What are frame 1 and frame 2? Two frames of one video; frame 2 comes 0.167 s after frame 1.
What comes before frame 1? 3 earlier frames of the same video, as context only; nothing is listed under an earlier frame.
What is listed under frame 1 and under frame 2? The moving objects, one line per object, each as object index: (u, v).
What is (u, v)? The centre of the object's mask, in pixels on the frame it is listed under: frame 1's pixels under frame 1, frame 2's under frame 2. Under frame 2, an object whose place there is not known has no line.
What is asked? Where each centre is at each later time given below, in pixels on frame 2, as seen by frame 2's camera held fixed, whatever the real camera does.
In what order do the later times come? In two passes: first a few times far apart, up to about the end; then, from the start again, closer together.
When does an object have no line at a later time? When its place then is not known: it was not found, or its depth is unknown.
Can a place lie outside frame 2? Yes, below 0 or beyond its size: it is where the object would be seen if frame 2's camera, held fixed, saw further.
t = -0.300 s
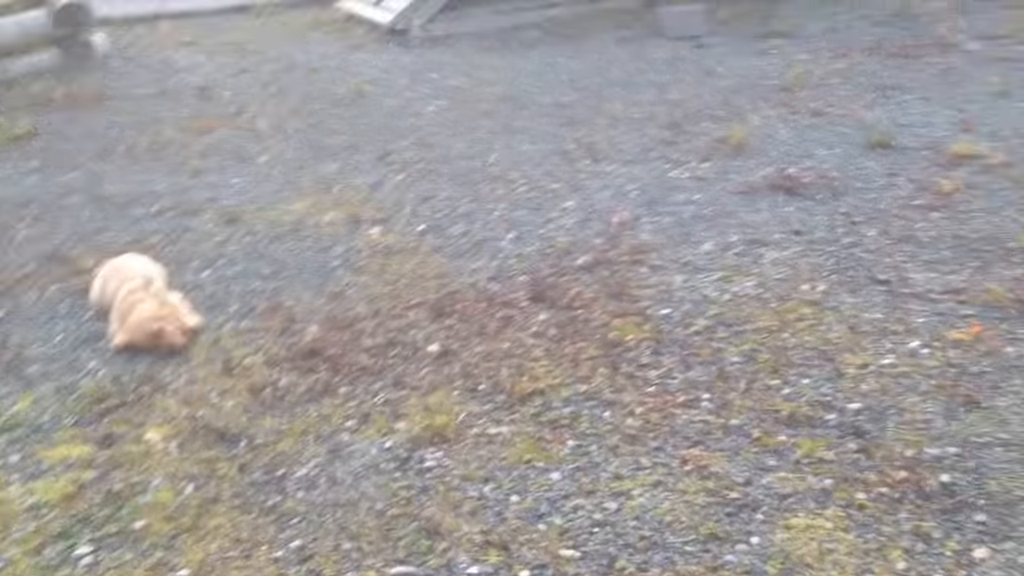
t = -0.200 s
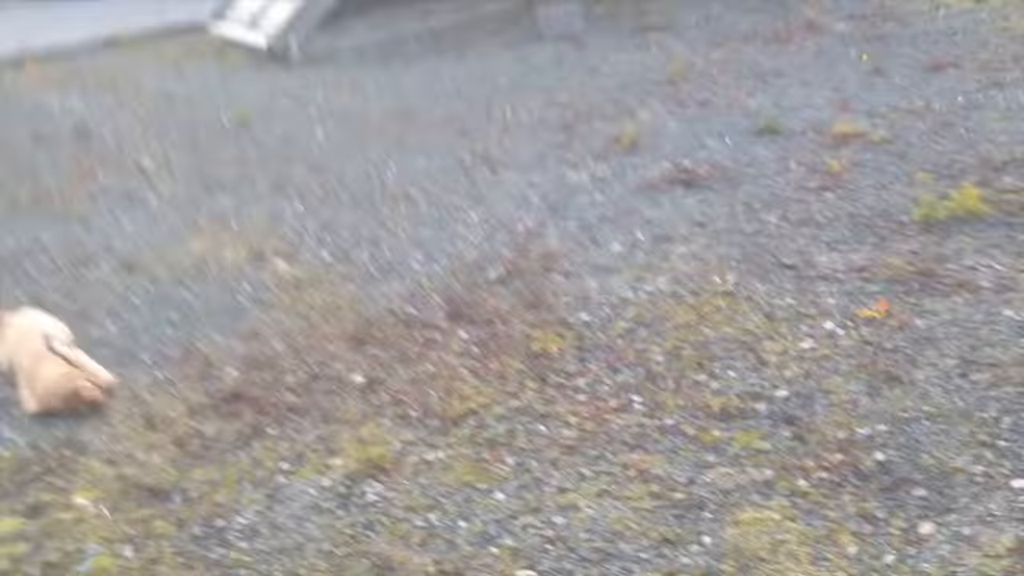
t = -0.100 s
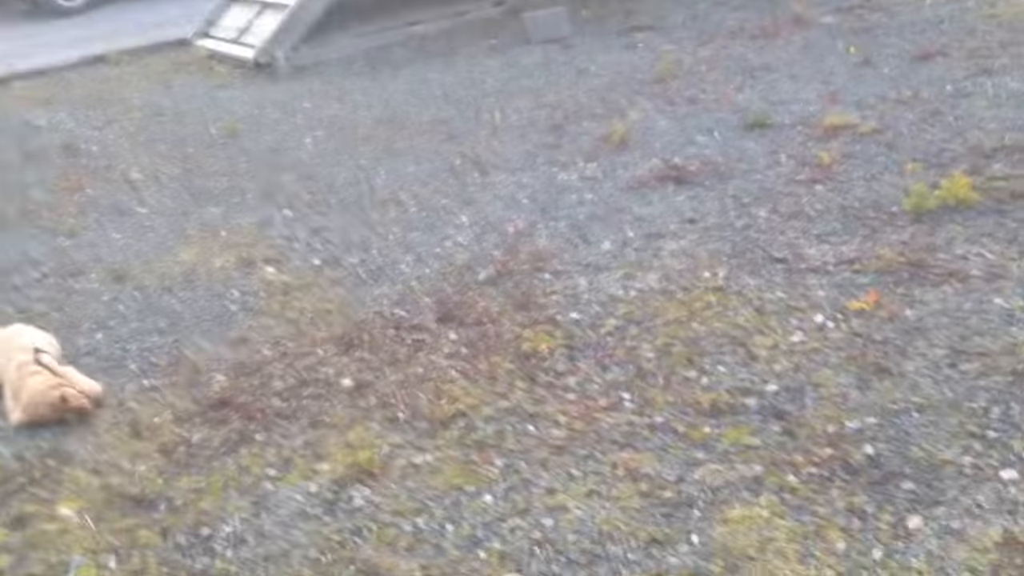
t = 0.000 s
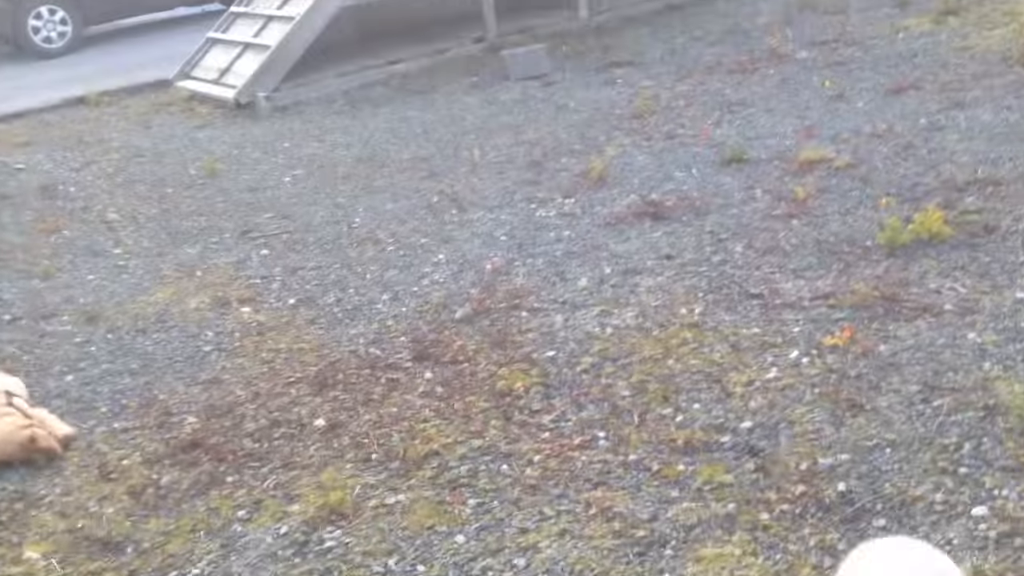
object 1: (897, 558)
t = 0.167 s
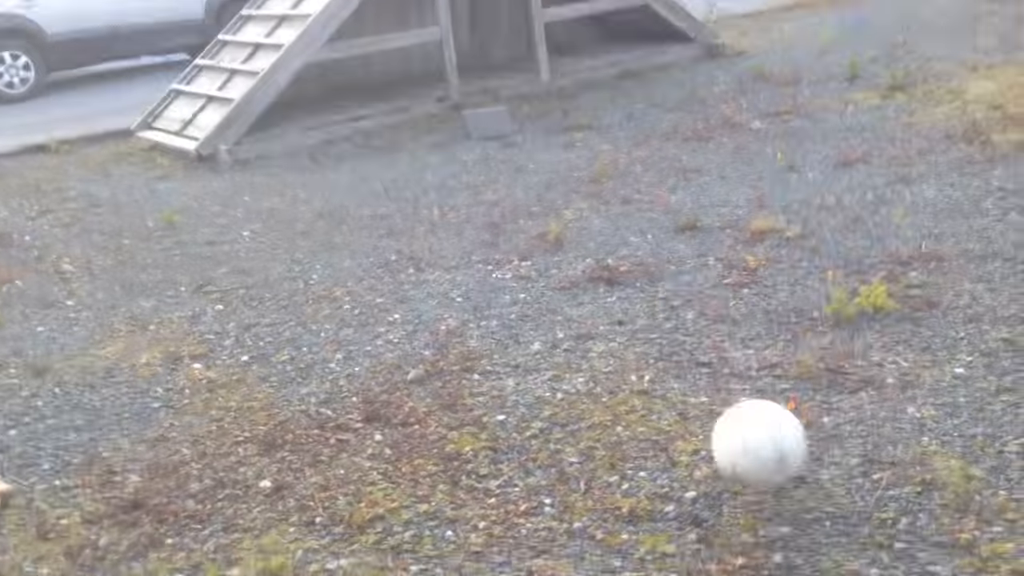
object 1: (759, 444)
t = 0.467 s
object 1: (694, 303)
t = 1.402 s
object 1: (601, 133)
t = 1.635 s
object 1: (580, 115)
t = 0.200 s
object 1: (749, 409)
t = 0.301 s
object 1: (724, 341)
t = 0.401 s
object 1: (705, 318)
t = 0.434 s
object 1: (699, 318)
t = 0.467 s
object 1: (694, 303)
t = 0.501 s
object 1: (691, 280)
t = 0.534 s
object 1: (685, 265)
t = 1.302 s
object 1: (609, 142)
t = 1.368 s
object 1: (604, 136)
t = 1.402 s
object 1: (601, 133)
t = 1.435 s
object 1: (598, 132)
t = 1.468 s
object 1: (595, 127)
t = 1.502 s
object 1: (591, 124)
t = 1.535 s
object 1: (588, 123)
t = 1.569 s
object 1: (585, 120)
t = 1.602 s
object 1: (583, 116)
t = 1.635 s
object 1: (580, 115)
